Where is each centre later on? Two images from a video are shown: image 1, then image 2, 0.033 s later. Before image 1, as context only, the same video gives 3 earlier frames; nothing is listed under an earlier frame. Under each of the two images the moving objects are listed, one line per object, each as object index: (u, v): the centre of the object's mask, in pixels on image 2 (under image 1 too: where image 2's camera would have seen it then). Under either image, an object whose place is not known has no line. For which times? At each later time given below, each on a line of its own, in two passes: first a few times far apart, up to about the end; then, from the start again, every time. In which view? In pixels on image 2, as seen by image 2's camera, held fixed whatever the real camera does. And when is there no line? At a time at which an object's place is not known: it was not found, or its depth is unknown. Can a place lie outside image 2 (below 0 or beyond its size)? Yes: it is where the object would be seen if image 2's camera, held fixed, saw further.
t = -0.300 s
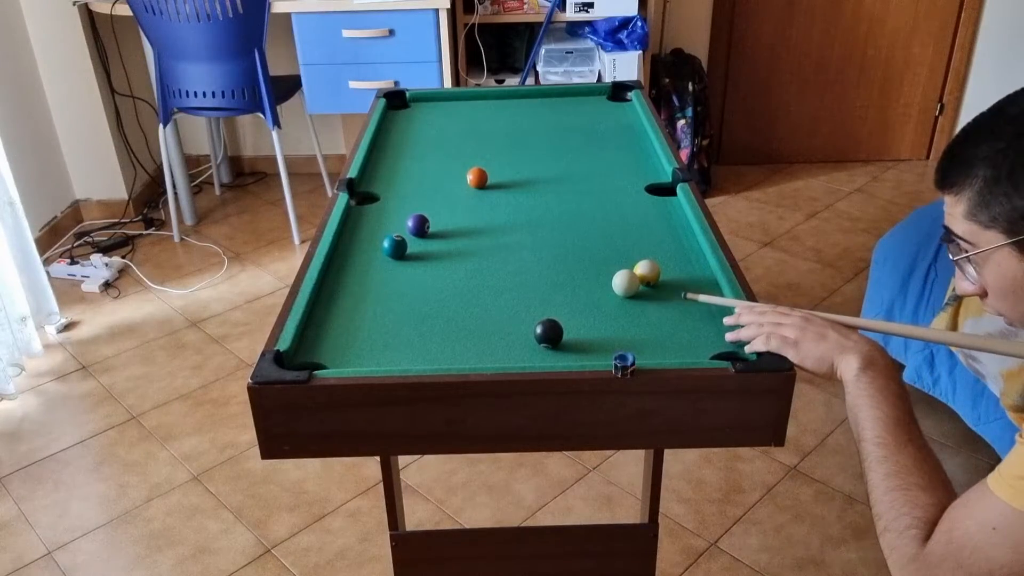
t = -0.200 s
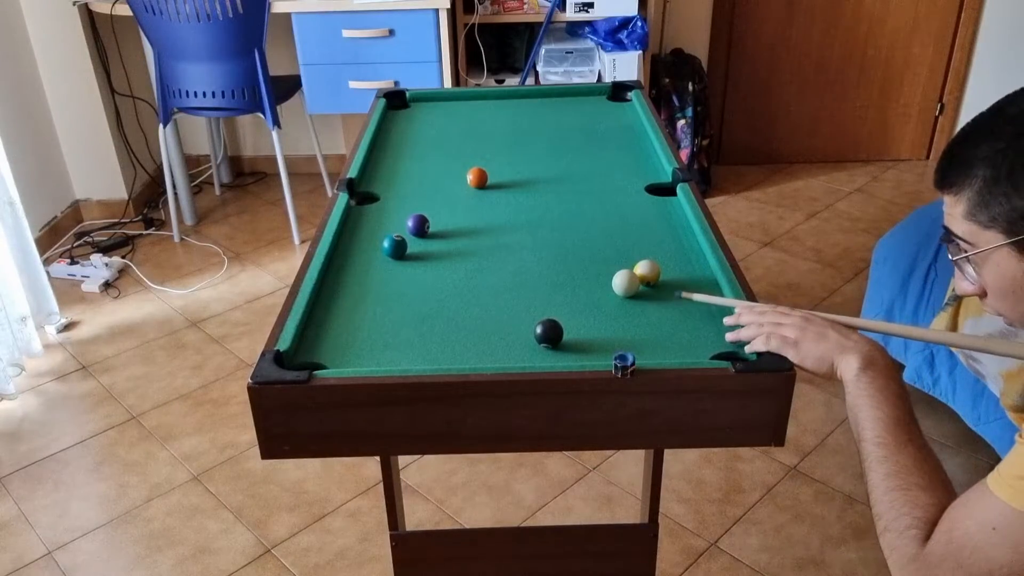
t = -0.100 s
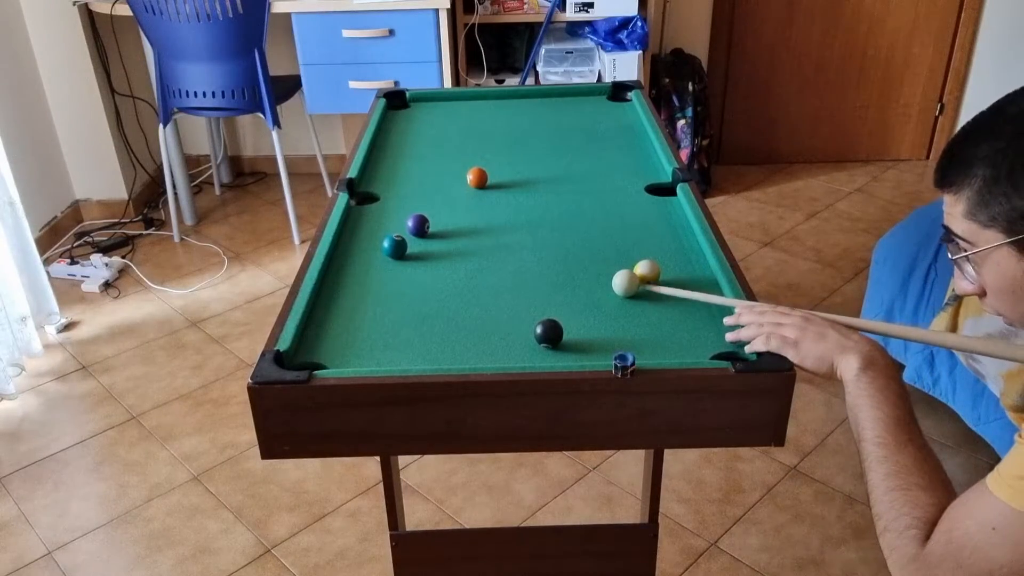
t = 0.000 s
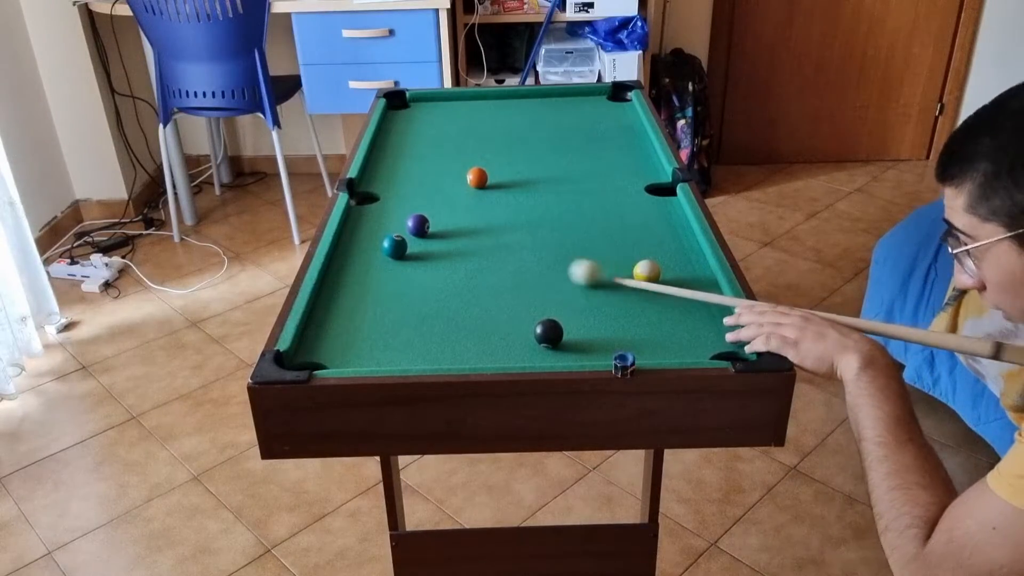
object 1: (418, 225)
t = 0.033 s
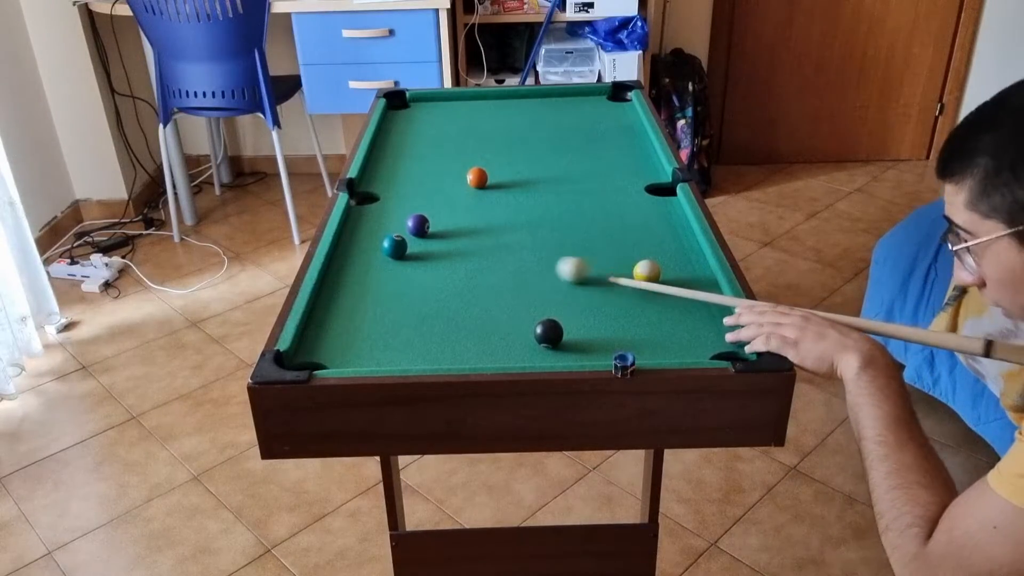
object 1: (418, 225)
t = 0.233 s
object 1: (418, 225)
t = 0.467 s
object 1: (414, 222)
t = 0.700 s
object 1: (391, 211)
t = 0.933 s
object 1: (369, 199)
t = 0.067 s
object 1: (418, 225)
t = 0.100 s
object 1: (418, 225)
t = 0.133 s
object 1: (418, 225)
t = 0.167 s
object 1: (418, 225)
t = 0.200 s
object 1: (418, 225)
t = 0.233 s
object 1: (418, 225)
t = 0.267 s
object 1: (418, 225)
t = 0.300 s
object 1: (418, 225)
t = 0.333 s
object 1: (418, 225)
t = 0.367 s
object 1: (418, 225)
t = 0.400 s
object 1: (418, 225)
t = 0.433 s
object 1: (416, 224)
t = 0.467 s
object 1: (414, 222)
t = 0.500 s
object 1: (410, 220)
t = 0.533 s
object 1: (407, 218)
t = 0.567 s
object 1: (403, 217)
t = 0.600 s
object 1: (400, 215)
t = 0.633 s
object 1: (397, 214)
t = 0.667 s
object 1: (394, 212)
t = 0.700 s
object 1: (391, 211)
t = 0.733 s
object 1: (387, 209)
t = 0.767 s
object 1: (384, 207)
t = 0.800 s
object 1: (381, 206)
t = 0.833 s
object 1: (378, 204)
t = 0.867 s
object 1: (375, 202)
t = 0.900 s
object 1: (372, 201)
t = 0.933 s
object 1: (369, 199)
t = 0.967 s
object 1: (366, 197)
